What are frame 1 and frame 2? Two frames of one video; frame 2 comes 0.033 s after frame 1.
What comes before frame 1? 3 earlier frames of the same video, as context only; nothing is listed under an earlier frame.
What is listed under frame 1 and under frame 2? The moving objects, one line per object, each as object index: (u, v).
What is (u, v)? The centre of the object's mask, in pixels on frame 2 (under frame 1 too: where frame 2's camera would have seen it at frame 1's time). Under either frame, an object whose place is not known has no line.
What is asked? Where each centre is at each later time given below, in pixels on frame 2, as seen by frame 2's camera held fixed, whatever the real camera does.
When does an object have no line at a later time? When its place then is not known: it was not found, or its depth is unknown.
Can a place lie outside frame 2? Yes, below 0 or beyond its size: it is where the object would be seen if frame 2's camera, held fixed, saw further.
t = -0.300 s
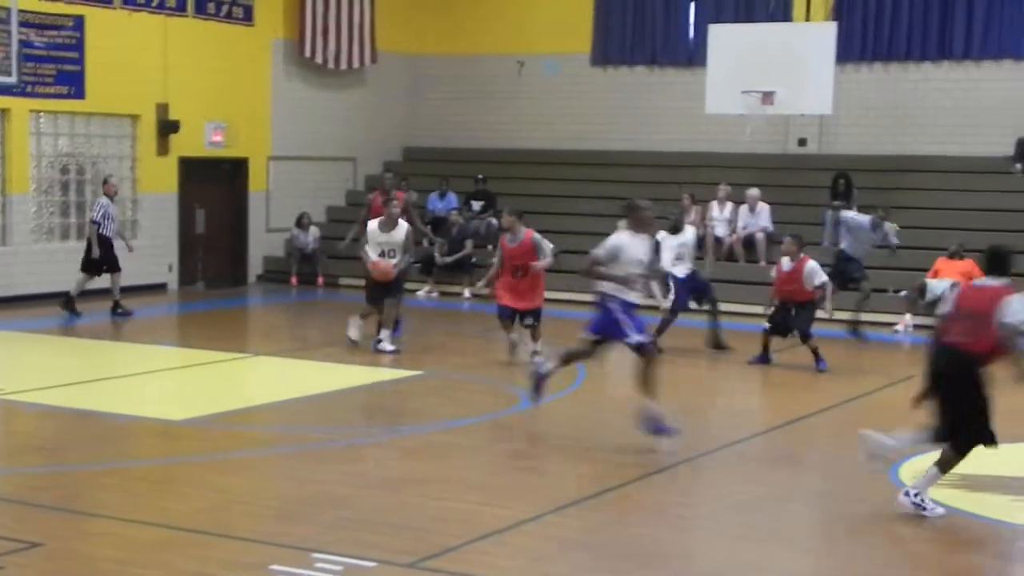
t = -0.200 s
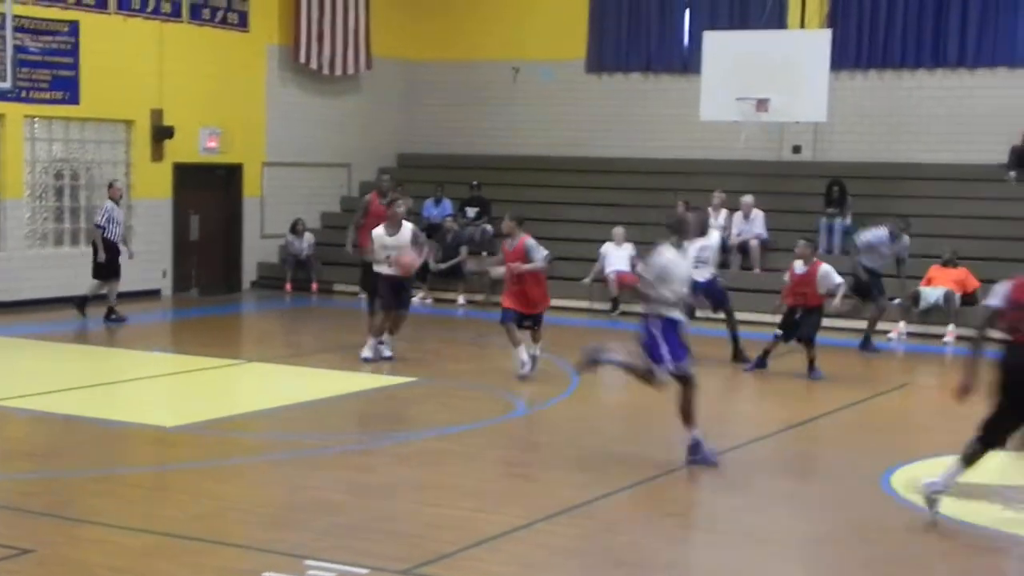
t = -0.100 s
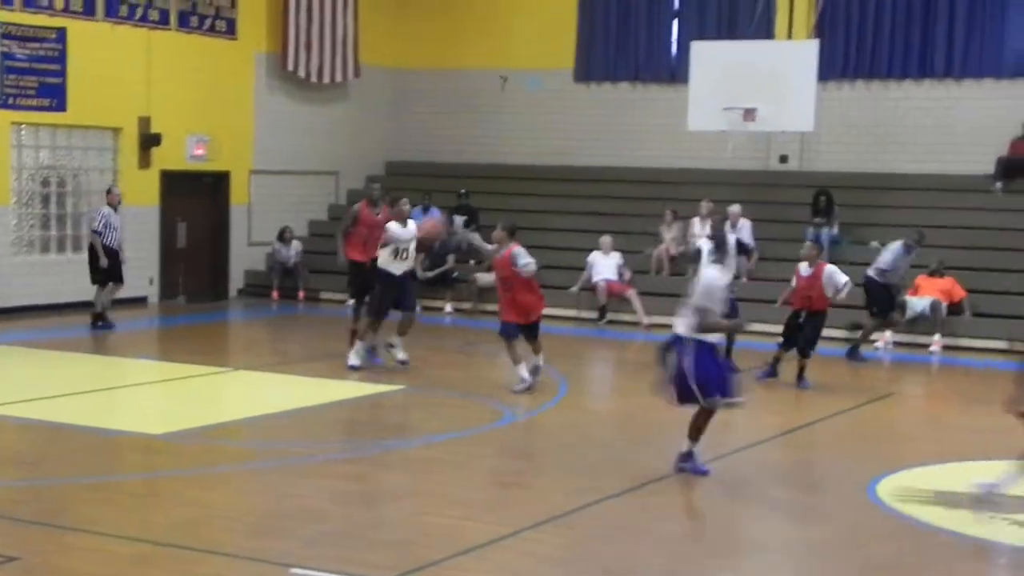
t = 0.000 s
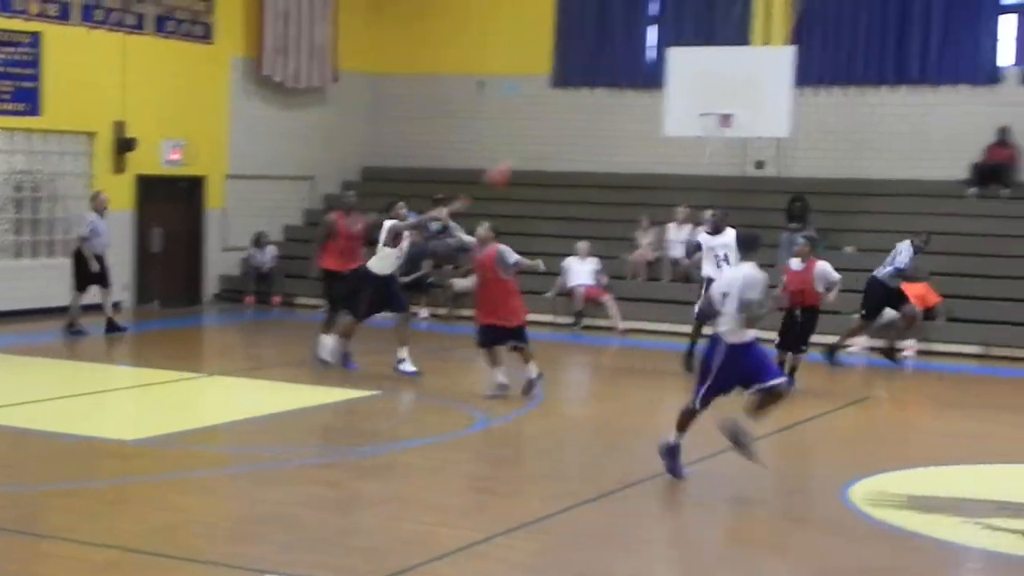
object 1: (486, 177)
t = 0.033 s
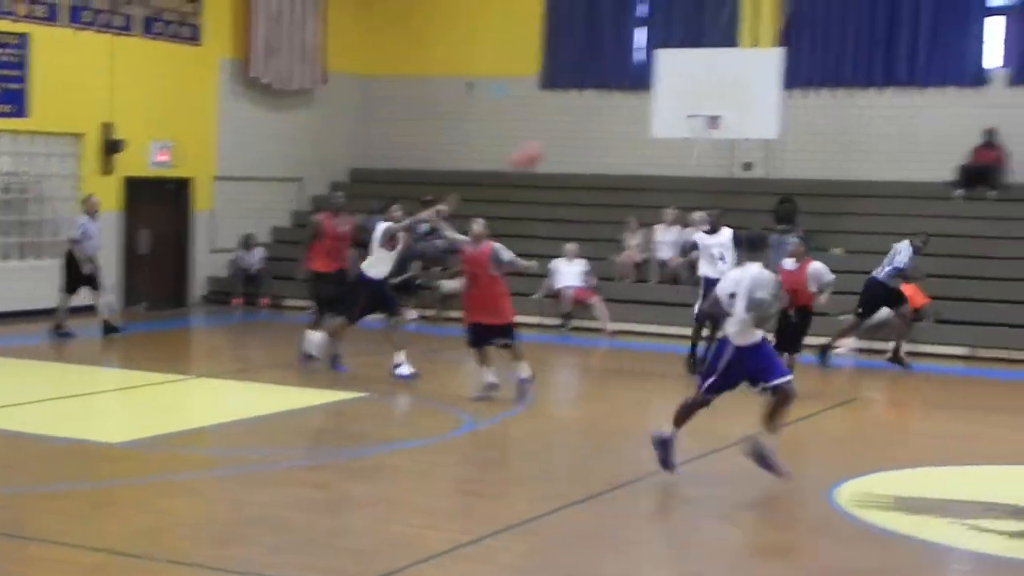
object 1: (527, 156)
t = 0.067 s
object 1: (562, 138)
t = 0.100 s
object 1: (597, 122)
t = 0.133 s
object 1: (635, 103)
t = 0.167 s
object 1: (673, 88)
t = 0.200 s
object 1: (713, 71)
